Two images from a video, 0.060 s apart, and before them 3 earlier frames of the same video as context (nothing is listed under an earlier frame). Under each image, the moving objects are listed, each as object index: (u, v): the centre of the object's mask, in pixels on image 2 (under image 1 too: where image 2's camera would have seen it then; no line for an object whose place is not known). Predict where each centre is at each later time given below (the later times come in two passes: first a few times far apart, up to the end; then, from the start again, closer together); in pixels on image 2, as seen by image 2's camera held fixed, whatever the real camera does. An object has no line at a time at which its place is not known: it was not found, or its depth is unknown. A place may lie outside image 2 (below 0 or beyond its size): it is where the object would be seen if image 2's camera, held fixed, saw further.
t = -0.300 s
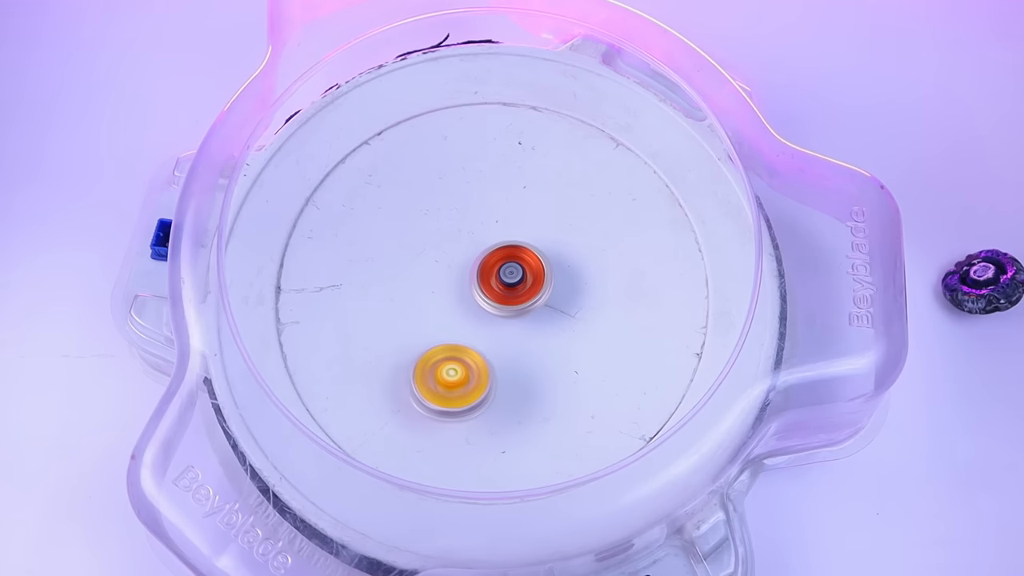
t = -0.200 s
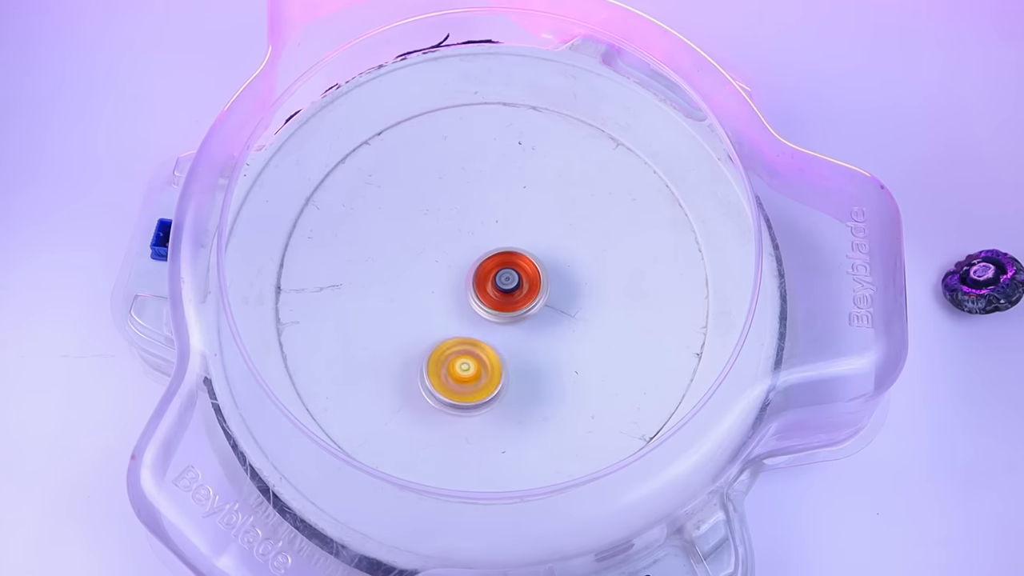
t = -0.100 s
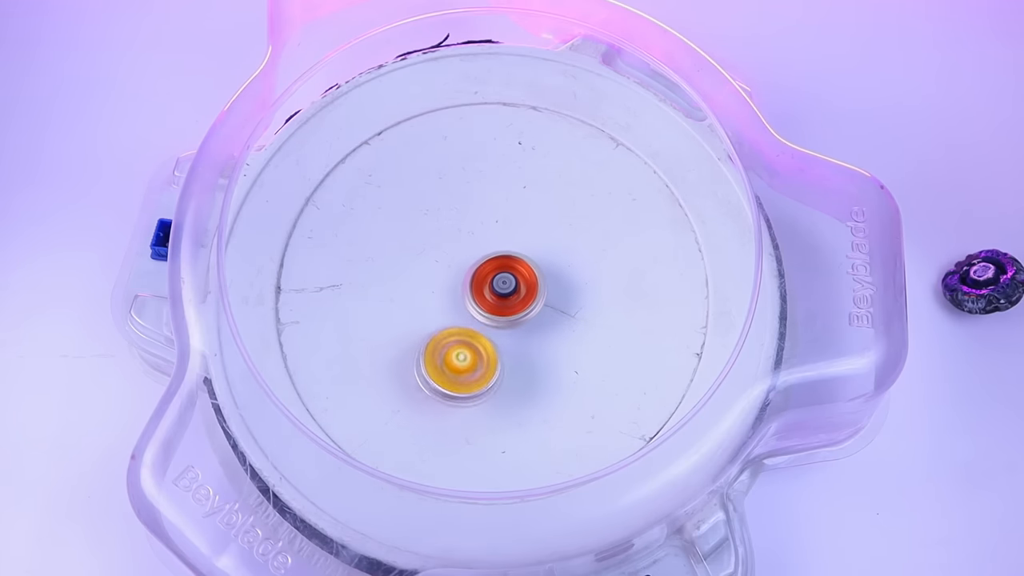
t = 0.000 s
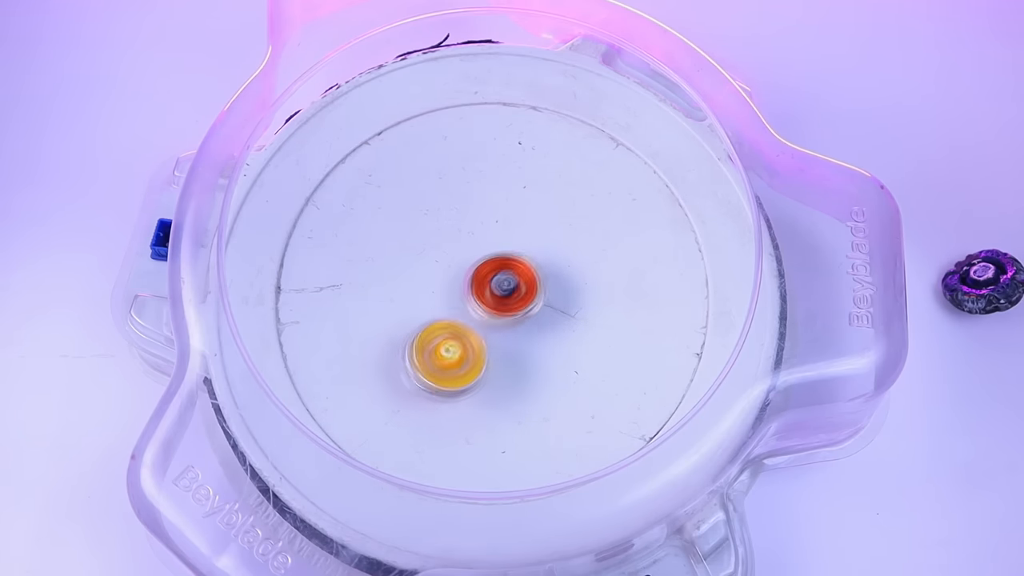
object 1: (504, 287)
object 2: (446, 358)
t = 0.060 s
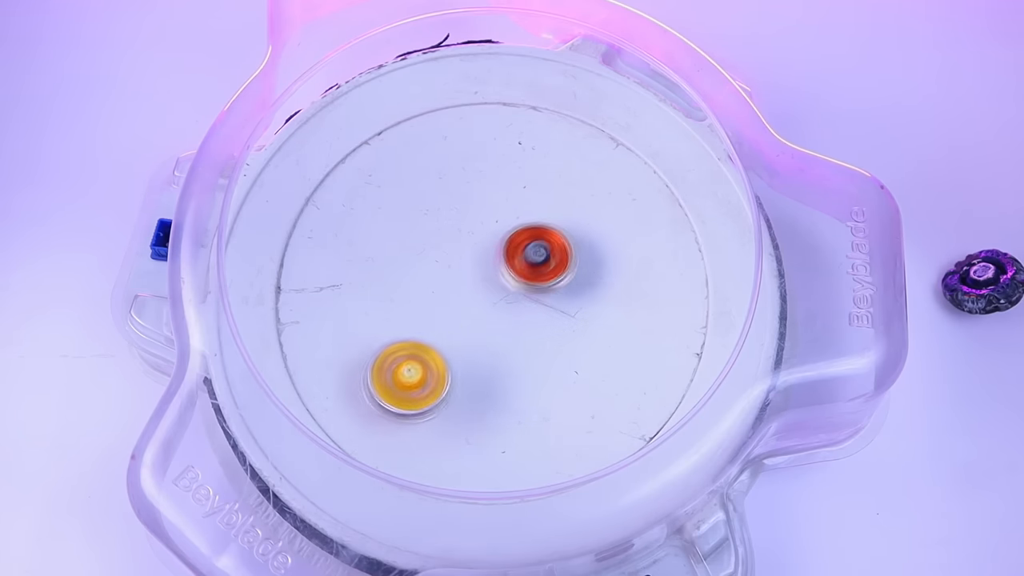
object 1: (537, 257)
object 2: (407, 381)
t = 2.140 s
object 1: (498, 239)
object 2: (530, 357)
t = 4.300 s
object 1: (533, 248)
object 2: (543, 340)
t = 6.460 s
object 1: (501, 201)
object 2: (507, 341)
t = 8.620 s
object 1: (546, 286)
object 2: (440, 277)
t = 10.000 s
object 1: (520, 272)
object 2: (448, 348)
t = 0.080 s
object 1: (544, 249)
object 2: (400, 383)
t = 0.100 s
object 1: (550, 244)
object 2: (396, 383)
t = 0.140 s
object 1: (552, 238)
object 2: (392, 378)
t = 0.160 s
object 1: (551, 236)
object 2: (393, 375)
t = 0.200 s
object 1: (546, 233)
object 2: (398, 369)
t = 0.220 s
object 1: (544, 232)
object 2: (402, 366)
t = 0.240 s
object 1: (542, 231)
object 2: (405, 364)
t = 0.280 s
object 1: (538, 228)
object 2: (413, 358)
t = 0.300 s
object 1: (537, 227)
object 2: (416, 356)
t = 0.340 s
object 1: (533, 224)
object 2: (422, 351)
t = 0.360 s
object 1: (531, 223)
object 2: (424, 348)
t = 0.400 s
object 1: (528, 221)
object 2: (428, 343)
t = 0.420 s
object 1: (526, 221)
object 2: (430, 342)
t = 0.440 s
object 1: (524, 220)
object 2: (431, 341)
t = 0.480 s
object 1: (522, 219)
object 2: (433, 339)
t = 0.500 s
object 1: (520, 218)
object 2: (434, 338)
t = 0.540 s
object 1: (517, 218)
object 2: (435, 334)
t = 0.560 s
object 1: (516, 217)
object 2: (437, 331)
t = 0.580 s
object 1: (515, 217)
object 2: (440, 325)
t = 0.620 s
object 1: (513, 217)
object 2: (449, 313)
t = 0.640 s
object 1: (512, 217)
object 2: (453, 307)
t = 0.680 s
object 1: (510, 216)
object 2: (463, 295)
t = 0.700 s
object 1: (509, 216)
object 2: (468, 289)
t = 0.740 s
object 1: (510, 212)
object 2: (470, 279)
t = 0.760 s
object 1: (513, 203)
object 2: (464, 283)
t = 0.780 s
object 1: (517, 196)
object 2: (460, 289)
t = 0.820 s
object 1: (522, 183)
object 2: (453, 298)
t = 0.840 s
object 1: (523, 179)
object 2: (450, 303)
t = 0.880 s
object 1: (521, 177)
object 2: (448, 309)
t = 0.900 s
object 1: (518, 178)
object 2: (447, 310)
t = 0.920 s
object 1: (516, 178)
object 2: (449, 311)
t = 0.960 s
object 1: (512, 178)
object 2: (455, 314)
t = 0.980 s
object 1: (510, 179)
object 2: (458, 315)
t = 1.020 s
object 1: (506, 180)
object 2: (470, 314)
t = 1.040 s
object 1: (504, 181)
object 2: (475, 312)
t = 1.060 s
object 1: (502, 181)
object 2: (479, 311)
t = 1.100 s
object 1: (498, 183)
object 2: (487, 308)
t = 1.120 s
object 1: (496, 184)
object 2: (490, 306)
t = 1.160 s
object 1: (493, 187)
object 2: (496, 303)
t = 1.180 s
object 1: (491, 188)
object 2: (499, 301)
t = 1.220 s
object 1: (487, 191)
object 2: (503, 297)
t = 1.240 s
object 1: (485, 194)
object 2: (506, 295)
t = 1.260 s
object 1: (484, 196)
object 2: (508, 293)
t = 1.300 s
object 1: (481, 200)
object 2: (513, 289)
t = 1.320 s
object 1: (479, 202)
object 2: (515, 287)
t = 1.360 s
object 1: (476, 207)
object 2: (519, 283)
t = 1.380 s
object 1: (475, 210)
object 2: (521, 281)
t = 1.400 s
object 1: (475, 212)
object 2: (523, 280)
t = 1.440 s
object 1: (473, 217)
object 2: (525, 277)
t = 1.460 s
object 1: (473, 220)
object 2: (526, 276)
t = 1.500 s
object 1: (474, 212)
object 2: (531, 289)
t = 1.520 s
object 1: (475, 212)
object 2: (533, 299)
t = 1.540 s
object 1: (479, 209)
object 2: (536, 312)
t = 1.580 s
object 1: (488, 209)
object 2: (538, 326)
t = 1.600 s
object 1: (493, 214)
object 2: (538, 334)
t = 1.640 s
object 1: (501, 210)
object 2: (538, 349)
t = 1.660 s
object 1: (507, 210)
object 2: (539, 351)
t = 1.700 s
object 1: (513, 214)
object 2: (538, 357)
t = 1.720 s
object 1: (514, 218)
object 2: (538, 356)
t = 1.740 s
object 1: (514, 223)
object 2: (538, 358)
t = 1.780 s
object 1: (510, 234)
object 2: (535, 354)
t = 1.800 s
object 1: (508, 239)
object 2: (532, 351)
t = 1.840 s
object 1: (508, 243)
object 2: (527, 337)
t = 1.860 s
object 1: (507, 246)
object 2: (525, 330)
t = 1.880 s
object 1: (507, 248)
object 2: (524, 324)
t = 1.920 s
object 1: (508, 236)
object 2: (522, 335)
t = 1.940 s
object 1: (509, 229)
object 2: (522, 339)
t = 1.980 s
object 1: (509, 226)
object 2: (522, 346)
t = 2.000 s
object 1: (508, 227)
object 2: (524, 348)
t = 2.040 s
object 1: (505, 230)
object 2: (526, 352)
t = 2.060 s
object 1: (503, 231)
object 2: (527, 353)
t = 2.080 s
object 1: (502, 233)
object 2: (528, 354)
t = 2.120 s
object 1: (498, 237)
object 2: (529, 356)
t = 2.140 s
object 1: (498, 239)
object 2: (530, 357)
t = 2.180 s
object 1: (495, 242)
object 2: (530, 357)
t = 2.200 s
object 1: (494, 244)
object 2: (529, 357)
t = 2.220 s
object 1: (494, 247)
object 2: (528, 357)
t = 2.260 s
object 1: (491, 251)
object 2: (526, 357)
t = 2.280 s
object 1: (490, 252)
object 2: (525, 356)
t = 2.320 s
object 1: (487, 256)
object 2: (523, 355)
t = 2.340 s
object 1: (485, 258)
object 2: (522, 354)
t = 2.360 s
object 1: (484, 261)
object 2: (520, 354)
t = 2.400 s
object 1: (482, 264)
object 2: (516, 352)
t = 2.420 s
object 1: (481, 266)
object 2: (515, 351)
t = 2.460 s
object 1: (478, 270)
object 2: (511, 349)
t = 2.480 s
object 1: (477, 272)
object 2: (510, 348)
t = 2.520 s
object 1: (474, 273)
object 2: (507, 348)
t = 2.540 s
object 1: (472, 271)
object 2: (505, 349)
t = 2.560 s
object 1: (471, 272)
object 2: (502, 350)
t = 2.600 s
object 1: (468, 273)
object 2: (495, 348)
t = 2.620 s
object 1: (465, 267)
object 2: (492, 353)
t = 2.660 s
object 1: (461, 257)
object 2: (487, 367)
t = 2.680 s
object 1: (460, 256)
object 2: (486, 372)
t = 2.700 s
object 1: (459, 256)
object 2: (486, 377)
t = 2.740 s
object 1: (456, 257)
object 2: (484, 382)
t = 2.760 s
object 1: (456, 257)
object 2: (482, 382)
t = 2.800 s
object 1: (454, 258)
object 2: (478, 378)
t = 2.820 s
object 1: (453, 258)
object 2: (477, 376)
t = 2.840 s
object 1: (453, 259)
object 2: (476, 373)
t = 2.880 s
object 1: (453, 260)
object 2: (476, 367)
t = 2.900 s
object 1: (452, 261)
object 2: (475, 363)
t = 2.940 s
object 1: (452, 262)
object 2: (473, 359)
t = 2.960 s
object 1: (452, 262)
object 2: (472, 356)
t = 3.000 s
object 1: (452, 263)
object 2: (469, 350)
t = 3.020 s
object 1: (452, 263)
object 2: (468, 348)
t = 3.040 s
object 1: (452, 264)
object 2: (467, 345)
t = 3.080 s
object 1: (452, 263)
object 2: (465, 337)
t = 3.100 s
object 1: (452, 260)
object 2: (465, 336)
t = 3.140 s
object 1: (452, 250)
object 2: (461, 345)
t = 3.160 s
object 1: (452, 248)
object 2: (461, 353)
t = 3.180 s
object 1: (452, 247)
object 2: (460, 357)
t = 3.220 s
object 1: (453, 249)
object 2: (456, 366)
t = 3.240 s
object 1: (454, 250)
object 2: (456, 366)
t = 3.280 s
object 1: (455, 251)
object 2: (457, 372)
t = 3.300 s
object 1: (456, 251)
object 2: (458, 372)
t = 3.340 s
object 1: (458, 251)
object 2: (463, 367)
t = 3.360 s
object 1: (459, 252)
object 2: (466, 364)
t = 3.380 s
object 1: (461, 253)
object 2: (471, 362)
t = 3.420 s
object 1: (464, 254)
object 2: (481, 355)
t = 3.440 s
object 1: (466, 255)
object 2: (487, 351)
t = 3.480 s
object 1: (470, 258)
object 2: (497, 343)
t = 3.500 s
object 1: (472, 258)
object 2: (501, 339)
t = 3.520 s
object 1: (473, 259)
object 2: (504, 336)
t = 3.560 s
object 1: (476, 259)
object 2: (507, 329)
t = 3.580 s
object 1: (478, 259)
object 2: (508, 325)
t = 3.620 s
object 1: (481, 258)
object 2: (512, 318)
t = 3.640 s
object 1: (484, 257)
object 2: (513, 317)
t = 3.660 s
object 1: (487, 257)
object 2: (516, 319)
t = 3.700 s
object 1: (492, 257)
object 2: (522, 320)
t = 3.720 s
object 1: (494, 258)
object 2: (525, 322)
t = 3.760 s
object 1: (500, 258)
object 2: (529, 323)
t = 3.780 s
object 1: (502, 258)
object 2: (531, 324)
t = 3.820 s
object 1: (507, 254)
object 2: (535, 334)
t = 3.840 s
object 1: (508, 254)
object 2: (536, 335)
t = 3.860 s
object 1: (510, 254)
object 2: (536, 336)
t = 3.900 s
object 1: (514, 255)
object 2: (537, 332)
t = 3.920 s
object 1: (515, 255)
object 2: (537, 330)
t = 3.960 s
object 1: (518, 256)
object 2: (537, 327)
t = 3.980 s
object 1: (519, 253)
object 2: (536, 331)
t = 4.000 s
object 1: (521, 247)
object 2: (537, 340)
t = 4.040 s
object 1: (524, 242)
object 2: (538, 352)
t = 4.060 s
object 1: (525, 242)
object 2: (537, 355)
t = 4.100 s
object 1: (527, 242)
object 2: (538, 356)
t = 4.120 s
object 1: (528, 242)
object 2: (538, 355)
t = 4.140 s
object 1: (529, 243)
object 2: (538, 354)
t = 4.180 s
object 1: (531, 244)
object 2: (539, 350)
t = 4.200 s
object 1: (531, 244)
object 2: (539, 348)
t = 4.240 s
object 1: (533, 245)
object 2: (540, 344)
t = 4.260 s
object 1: (532, 246)
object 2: (541, 342)
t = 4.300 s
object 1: (533, 248)
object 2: (543, 340)
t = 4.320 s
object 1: (533, 250)
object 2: (543, 339)
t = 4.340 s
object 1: (533, 251)
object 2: (543, 338)
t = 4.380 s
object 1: (533, 254)
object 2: (543, 337)
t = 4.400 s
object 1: (533, 255)
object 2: (542, 337)
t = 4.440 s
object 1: (532, 258)
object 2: (539, 337)
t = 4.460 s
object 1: (532, 260)
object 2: (538, 337)
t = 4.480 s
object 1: (531, 261)
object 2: (535, 336)
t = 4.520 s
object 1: (534, 246)
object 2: (526, 357)
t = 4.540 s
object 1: (535, 239)
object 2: (522, 367)
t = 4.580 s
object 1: (538, 232)
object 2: (509, 377)
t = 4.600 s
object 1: (537, 232)
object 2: (503, 380)
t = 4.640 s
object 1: (534, 232)
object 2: (491, 378)
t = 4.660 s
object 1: (532, 232)
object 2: (488, 375)
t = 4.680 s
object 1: (531, 233)
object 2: (486, 372)
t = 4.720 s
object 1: (528, 233)
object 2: (482, 366)
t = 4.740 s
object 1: (526, 234)
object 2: (480, 363)
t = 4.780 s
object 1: (523, 235)
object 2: (477, 357)
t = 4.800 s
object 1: (520, 236)
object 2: (476, 354)
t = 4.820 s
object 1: (519, 237)
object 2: (475, 351)
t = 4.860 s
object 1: (516, 238)
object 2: (473, 345)
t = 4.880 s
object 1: (514, 239)
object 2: (473, 341)
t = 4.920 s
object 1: (511, 241)
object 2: (471, 334)
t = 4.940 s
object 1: (509, 242)
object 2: (470, 330)
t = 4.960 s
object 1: (508, 243)
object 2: (470, 327)
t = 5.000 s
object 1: (504, 245)
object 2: (470, 320)
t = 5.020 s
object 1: (504, 245)
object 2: (468, 318)
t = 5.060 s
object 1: (507, 237)
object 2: (458, 326)
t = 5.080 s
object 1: (508, 236)
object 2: (456, 329)
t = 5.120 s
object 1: (507, 237)
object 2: (454, 332)
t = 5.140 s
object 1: (506, 237)
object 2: (453, 333)
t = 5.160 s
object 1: (505, 237)
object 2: (452, 332)
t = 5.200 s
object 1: (503, 237)
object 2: (452, 332)
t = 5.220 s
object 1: (503, 237)
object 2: (452, 331)
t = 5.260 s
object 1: (501, 238)
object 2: (454, 332)
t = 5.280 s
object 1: (501, 238)
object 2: (455, 331)
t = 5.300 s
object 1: (500, 238)
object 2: (455, 331)
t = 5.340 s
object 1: (499, 238)
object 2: (457, 329)
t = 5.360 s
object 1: (498, 238)
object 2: (458, 329)
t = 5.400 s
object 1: (497, 239)
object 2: (462, 326)
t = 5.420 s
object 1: (497, 239)
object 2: (463, 325)
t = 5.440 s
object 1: (496, 239)
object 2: (465, 324)
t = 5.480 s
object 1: (495, 240)
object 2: (468, 322)
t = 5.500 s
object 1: (494, 240)
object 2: (470, 320)
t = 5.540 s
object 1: (494, 240)
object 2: (474, 317)
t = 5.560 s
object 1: (493, 240)
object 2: (475, 315)
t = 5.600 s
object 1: (493, 239)
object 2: (482, 311)
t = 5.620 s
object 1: (492, 238)
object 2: (485, 309)
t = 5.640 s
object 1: (492, 238)
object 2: (487, 307)
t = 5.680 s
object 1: (490, 238)
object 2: (495, 304)
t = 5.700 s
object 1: (491, 237)
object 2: (497, 305)
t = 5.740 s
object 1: (495, 236)
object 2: (501, 313)
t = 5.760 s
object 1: (495, 237)
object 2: (505, 319)
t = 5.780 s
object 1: (494, 237)
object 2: (508, 323)
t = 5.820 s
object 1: (494, 237)
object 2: (515, 326)
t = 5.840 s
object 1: (493, 237)
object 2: (518, 327)
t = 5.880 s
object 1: (492, 238)
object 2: (522, 326)
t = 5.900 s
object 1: (492, 238)
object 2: (524, 325)
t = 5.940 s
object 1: (492, 239)
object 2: (525, 323)
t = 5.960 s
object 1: (492, 239)
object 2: (526, 322)
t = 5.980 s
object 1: (491, 239)
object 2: (526, 321)
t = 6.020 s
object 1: (491, 240)
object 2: (527, 318)
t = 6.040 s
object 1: (491, 241)
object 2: (526, 317)
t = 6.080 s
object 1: (491, 241)
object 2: (526, 314)
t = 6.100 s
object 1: (491, 242)
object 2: (526, 312)
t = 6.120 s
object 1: (491, 242)
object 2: (526, 311)
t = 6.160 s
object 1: (489, 225)
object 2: (529, 332)
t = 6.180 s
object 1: (491, 213)
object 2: (529, 341)
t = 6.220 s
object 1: (498, 199)
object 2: (528, 352)
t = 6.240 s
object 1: (502, 195)
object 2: (526, 355)
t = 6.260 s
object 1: (507, 194)
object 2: (525, 357)
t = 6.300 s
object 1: (511, 196)
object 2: (523, 357)
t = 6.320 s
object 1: (510, 198)
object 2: (522, 356)
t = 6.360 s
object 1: (507, 199)
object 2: (520, 353)
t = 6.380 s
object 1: (506, 200)
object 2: (519, 351)
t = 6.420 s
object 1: (503, 200)
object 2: (515, 346)
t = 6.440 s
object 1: (502, 200)
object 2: (512, 344)
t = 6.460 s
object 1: (501, 201)
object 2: (507, 341)
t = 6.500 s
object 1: (499, 202)
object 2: (498, 337)
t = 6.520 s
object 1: (497, 203)
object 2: (492, 334)
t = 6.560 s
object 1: (496, 205)
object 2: (480, 329)
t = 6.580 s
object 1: (495, 206)
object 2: (472, 325)
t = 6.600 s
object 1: (494, 207)
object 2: (464, 321)
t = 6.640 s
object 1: (492, 209)
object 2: (446, 311)
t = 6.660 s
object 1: (491, 210)
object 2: (436, 308)
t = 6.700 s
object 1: (490, 213)
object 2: (417, 299)
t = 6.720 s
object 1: (488, 214)
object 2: (410, 296)
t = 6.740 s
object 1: (488, 216)
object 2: (405, 292)
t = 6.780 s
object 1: (486, 219)
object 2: (399, 283)
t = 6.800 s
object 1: (485, 220)
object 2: (399, 280)
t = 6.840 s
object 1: (484, 223)
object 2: (398, 274)
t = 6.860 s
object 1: (484, 225)
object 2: (398, 271)
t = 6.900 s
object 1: (483, 229)
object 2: (398, 263)
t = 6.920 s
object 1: (483, 230)
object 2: (400, 260)
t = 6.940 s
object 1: (482, 232)
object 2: (400, 256)
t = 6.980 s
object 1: (488, 236)
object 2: (393, 250)
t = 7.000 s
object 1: (495, 237)
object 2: (384, 246)
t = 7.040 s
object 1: (501, 240)
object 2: (372, 244)
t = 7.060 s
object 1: (501, 241)
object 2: (369, 243)
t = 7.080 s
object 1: (501, 242)
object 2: (369, 240)
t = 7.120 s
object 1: (502, 245)
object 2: (375, 238)
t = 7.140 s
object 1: (501, 246)
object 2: (379, 238)
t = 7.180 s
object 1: (502, 249)
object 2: (384, 239)
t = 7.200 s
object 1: (501, 250)
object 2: (385, 241)
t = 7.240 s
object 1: (501, 253)
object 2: (391, 242)
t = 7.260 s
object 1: (501, 255)
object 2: (394, 243)
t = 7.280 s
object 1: (501, 256)
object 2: (397, 244)
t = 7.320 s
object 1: (501, 259)
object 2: (406, 246)
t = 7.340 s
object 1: (500, 260)
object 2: (411, 247)
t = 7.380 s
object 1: (505, 264)
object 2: (422, 251)
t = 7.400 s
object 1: (509, 265)
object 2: (424, 251)
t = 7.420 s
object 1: (513, 266)
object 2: (428, 252)
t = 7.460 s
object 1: (514, 270)
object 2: (436, 254)
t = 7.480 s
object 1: (518, 272)
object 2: (436, 252)
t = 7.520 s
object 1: (531, 277)
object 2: (424, 248)
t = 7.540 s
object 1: (534, 278)
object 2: (416, 248)
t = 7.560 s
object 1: (537, 279)
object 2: (412, 247)
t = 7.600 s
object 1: (535, 281)
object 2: (409, 246)
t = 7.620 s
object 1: (534, 281)
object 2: (409, 246)
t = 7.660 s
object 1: (532, 283)
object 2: (412, 246)
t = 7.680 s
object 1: (531, 283)
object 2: (413, 246)
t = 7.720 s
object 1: (530, 285)
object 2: (419, 248)
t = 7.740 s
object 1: (528, 286)
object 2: (422, 250)
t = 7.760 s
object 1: (527, 287)
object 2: (424, 252)
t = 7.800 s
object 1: (524, 288)
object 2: (428, 257)
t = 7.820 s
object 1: (523, 289)
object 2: (430, 260)
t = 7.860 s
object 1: (521, 290)
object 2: (434, 264)
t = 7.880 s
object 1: (520, 291)
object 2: (437, 267)
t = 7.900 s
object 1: (519, 291)
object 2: (439, 269)
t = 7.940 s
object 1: (517, 292)
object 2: (443, 275)
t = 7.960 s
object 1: (516, 292)
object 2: (445, 278)
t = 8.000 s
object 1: (516, 293)
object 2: (449, 284)
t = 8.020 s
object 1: (518, 295)
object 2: (444, 285)
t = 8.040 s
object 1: (524, 297)
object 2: (436, 286)
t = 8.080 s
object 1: (531, 299)
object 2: (425, 288)
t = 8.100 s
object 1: (532, 300)
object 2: (422, 289)
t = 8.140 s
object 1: (531, 299)
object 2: (421, 289)
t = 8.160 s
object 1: (532, 299)
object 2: (421, 289)
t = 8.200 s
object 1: (531, 298)
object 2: (426, 288)
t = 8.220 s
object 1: (531, 297)
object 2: (429, 288)
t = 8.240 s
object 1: (531, 297)
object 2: (432, 287)
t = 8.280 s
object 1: (531, 296)
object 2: (436, 287)
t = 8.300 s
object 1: (531, 295)
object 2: (438, 288)
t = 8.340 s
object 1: (532, 294)
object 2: (442, 288)
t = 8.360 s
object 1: (536, 293)
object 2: (437, 287)
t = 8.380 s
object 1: (543, 293)
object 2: (434, 285)
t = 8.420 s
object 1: (547, 293)
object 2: (432, 281)
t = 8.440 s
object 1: (546, 292)
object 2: (432, 280)
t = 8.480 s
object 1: (547, 290)
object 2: (434, 278)
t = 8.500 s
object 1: (547, 290)
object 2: (435, 278)
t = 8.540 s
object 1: (547, 288)
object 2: (437, 277)
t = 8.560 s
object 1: (547, 288)
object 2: (437, 277)
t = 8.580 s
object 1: (547, 287)
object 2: (438, 277)
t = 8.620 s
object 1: (546, 286)
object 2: (440, 277)
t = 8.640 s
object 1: (547, 285)
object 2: (441, 277)
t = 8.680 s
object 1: (546, 284)
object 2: (444, 277)
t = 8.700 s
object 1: (546, 283)
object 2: (446, 276)
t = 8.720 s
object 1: (546, 283)
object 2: (448, 277)
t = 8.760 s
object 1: (546, 282)
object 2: (451, 277)
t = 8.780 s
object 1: (545, 282)
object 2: (453, 276)
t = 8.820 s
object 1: (545, 281)
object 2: (457, 277)
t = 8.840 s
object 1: (545, 281)
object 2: (458, 277)
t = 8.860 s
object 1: (546, 281)
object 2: (460, 277)
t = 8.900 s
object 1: (550, 283)
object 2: (453, 275)
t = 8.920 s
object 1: (550, 283)
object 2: (449, 275)
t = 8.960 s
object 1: (548, 283)
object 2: (442, 275)
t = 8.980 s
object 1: (548, 283)
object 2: (441, 273)
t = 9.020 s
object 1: (546, 282)
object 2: (437, 272)
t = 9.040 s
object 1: (546, 282)
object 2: (437, 271)
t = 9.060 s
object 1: (545, 281)
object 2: (437, 271)
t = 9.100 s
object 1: (544, 281)
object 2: (440, 272)
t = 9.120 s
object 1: (543, 280)
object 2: (443, 273)
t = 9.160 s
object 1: (541, 280)
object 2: (448, 276)
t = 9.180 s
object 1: (541, 280)
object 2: (451, 278)
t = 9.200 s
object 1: (540, 280)
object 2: (453, 281)
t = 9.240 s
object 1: (538, 281)
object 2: (457, 285)
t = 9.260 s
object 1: (537, 280)
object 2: (459, 288)
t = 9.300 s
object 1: (537, 280)
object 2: (461, 292)
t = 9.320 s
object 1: (536, 280)
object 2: (462, 293)
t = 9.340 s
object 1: (537, 281)
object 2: (459, 294)
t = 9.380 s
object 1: (541, 285)
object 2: (442, 296)
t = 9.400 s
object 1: (540, 285)
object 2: (436, 299)
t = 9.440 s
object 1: (538, 284)
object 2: (424, 304)
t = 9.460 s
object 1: (538, 284)
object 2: (418, 310)
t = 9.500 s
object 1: (536, 283)
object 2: (407, 318)
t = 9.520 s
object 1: (536, 283)
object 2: (404, 321)
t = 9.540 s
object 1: (535, 283)
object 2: (402, 328)
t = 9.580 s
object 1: (534, 282)
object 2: (400, 333)
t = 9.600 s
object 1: (533, 281)
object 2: (400, 335)
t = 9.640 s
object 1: (532, 281)
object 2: (401, 334)
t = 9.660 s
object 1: (532, 280)
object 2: (404, 333)
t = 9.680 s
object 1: (531, 280)
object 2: (406, 332)
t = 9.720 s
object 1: (529, 279)
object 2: (411, 331)
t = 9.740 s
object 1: (528, 279)
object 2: (414, 333)
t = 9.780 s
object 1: (526, 277)
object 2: (419, 336)
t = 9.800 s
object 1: (525, 277)
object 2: (420, 338)
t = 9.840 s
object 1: (524, 277)
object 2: (425, 341)
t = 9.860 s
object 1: (523, 276)
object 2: (427, 342)
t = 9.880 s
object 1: (523, 275)
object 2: (428, 343)
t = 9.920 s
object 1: (522, 275)
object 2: (432, 345)
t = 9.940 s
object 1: (521, 274)
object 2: (434, 347)
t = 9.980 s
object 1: (520, 273)
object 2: (442, 347)
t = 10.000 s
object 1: (520, 272)
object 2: (448, 348)
